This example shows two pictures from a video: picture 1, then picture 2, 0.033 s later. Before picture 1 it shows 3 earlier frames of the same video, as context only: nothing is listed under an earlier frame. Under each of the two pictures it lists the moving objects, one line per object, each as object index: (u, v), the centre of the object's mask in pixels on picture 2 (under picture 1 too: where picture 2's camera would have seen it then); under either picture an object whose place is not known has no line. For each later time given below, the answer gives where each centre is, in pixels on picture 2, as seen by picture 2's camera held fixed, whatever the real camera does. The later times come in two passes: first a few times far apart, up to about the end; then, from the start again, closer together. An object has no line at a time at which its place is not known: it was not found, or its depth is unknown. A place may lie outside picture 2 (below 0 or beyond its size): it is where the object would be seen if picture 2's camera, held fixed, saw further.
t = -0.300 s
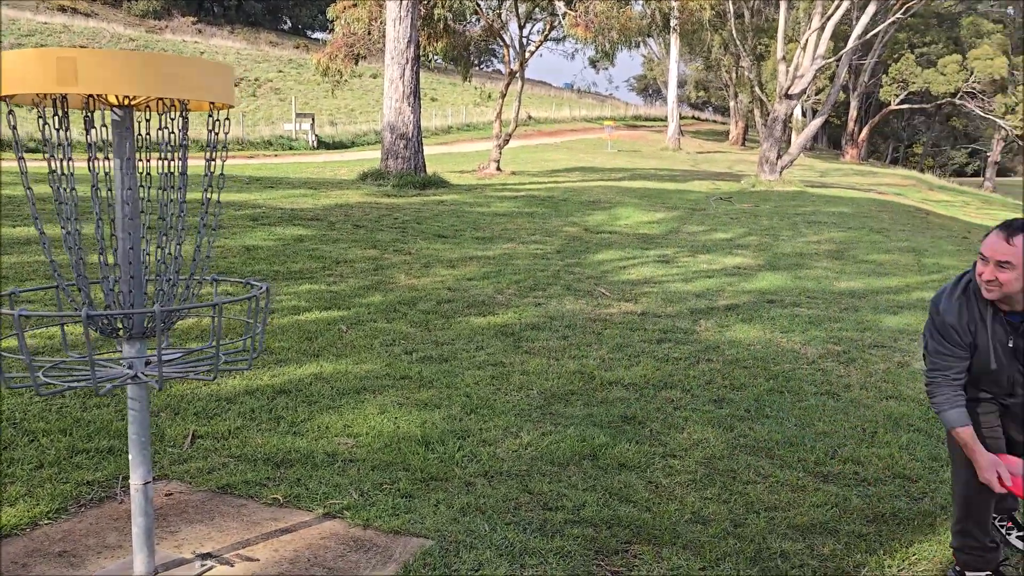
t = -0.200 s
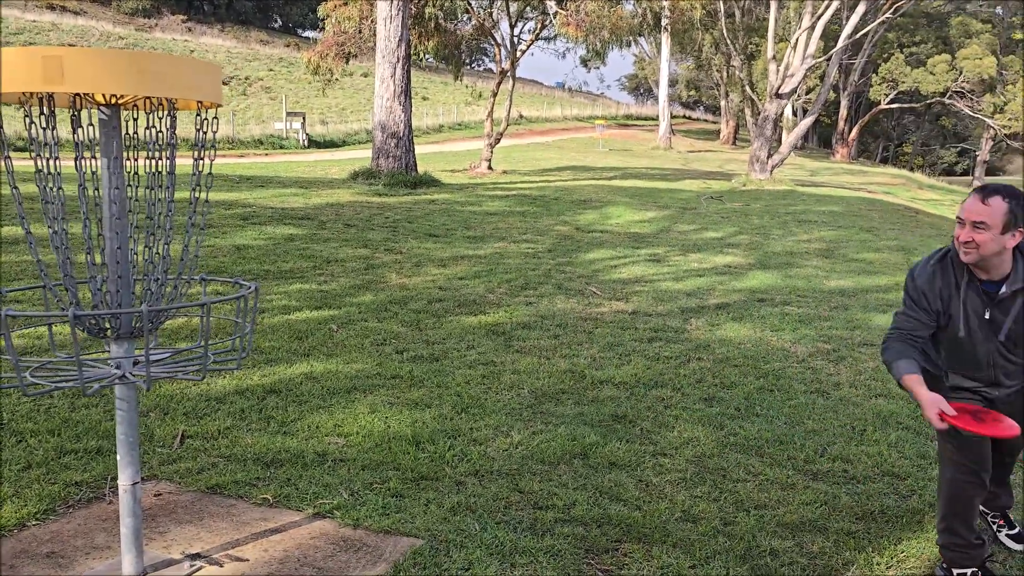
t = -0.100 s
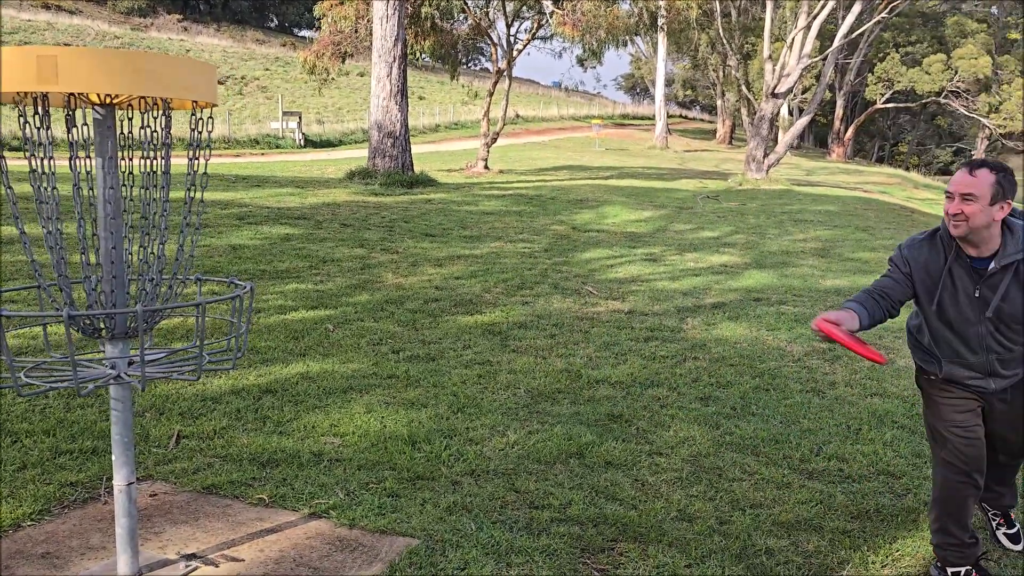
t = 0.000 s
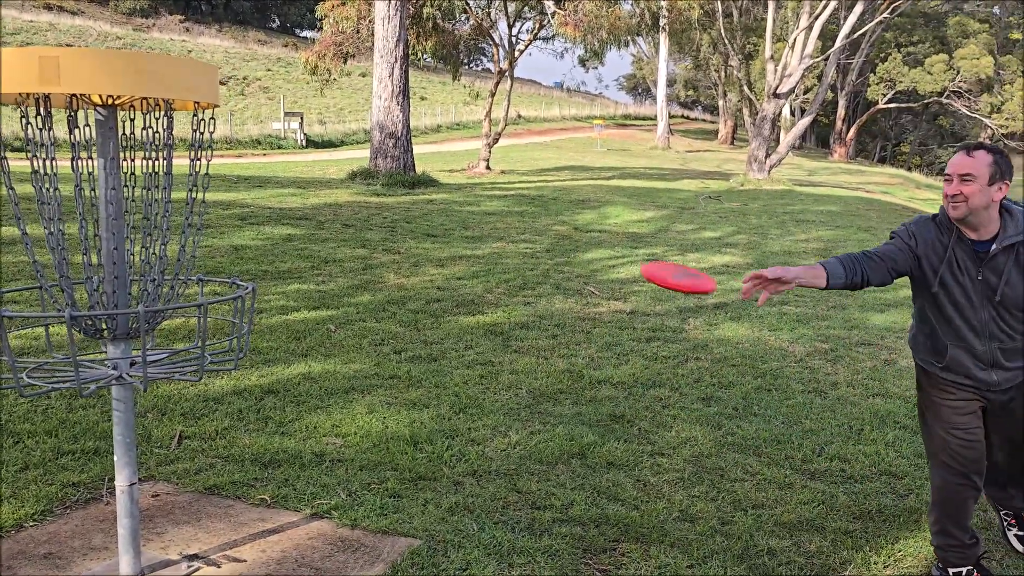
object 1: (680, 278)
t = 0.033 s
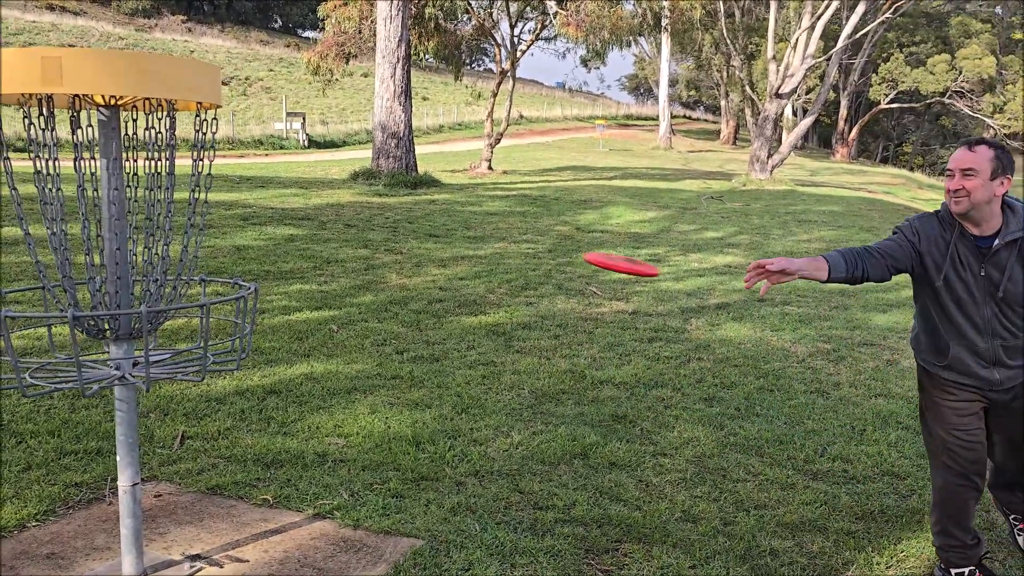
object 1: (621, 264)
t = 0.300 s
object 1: (170, 275)
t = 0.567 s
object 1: (150, 327)
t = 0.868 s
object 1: (188, 337)
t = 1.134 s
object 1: (203, 356)
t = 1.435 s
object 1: (197, 361)
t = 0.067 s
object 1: (561, 254)
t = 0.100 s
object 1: (502, 249)
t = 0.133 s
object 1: (442, 246)
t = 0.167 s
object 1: (383, 247)
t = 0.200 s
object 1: (324, 251)
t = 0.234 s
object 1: (264, 258)
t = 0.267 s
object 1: (208, 267)
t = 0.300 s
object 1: (170, 275)
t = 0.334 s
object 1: (147, 285)
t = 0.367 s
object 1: (140, 292)
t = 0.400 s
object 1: (140, 295)
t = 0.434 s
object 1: (139, 304)
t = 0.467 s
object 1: (138, 316)
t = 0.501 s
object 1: (141, 331)
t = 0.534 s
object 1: (149, 328)
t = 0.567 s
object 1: (150, 327)
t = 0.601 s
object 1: (155, 330)
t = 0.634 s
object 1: (165, 335)
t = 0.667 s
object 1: (169, 339)
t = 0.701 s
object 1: (170, 338)
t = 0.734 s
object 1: (174, 337)
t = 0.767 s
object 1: (178, 337)
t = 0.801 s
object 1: (181, 337)
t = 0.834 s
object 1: (185, 337)
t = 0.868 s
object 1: (188, 337)
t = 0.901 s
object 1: (191, 340)
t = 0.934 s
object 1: (204, 329)
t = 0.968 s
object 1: (208, 342)
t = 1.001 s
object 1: (209, 350)
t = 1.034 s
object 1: (209, 345)
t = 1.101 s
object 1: (200, 352)
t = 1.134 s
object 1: (203, 356)
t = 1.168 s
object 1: (202, 361)
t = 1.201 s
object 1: (200, 360)
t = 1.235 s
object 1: (201, 360)
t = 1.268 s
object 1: (201, 361)
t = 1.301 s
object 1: (201, 361)
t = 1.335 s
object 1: (200, 361)
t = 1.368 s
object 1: (199, 361)
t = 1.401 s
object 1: (198, 361)
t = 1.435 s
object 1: (197, 361)
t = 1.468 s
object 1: (198, 361)
